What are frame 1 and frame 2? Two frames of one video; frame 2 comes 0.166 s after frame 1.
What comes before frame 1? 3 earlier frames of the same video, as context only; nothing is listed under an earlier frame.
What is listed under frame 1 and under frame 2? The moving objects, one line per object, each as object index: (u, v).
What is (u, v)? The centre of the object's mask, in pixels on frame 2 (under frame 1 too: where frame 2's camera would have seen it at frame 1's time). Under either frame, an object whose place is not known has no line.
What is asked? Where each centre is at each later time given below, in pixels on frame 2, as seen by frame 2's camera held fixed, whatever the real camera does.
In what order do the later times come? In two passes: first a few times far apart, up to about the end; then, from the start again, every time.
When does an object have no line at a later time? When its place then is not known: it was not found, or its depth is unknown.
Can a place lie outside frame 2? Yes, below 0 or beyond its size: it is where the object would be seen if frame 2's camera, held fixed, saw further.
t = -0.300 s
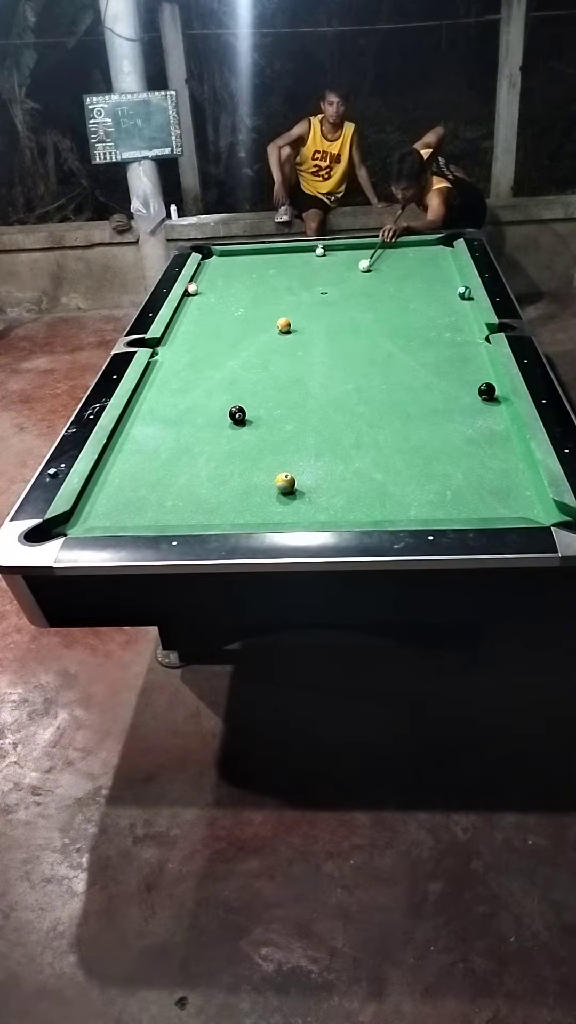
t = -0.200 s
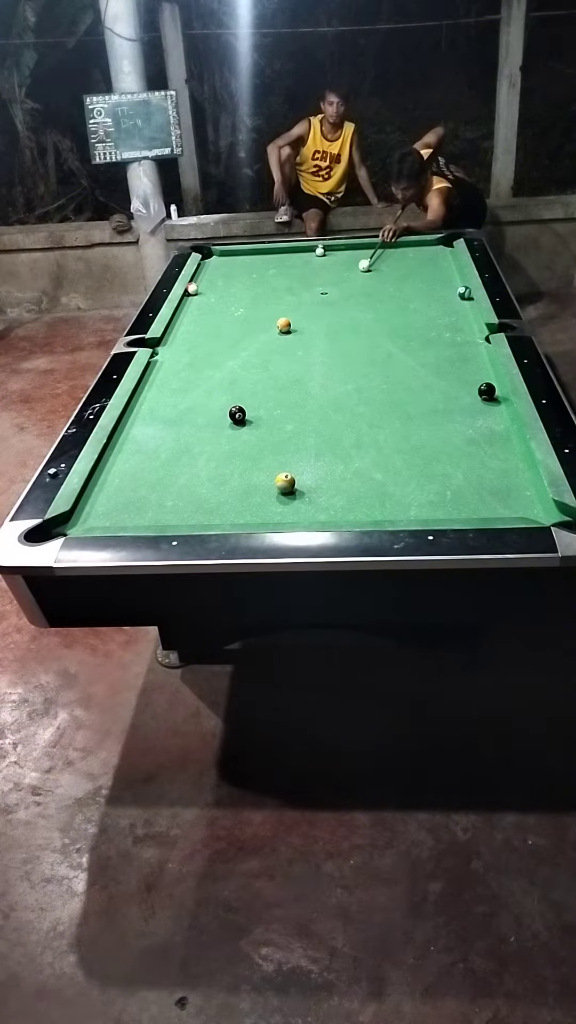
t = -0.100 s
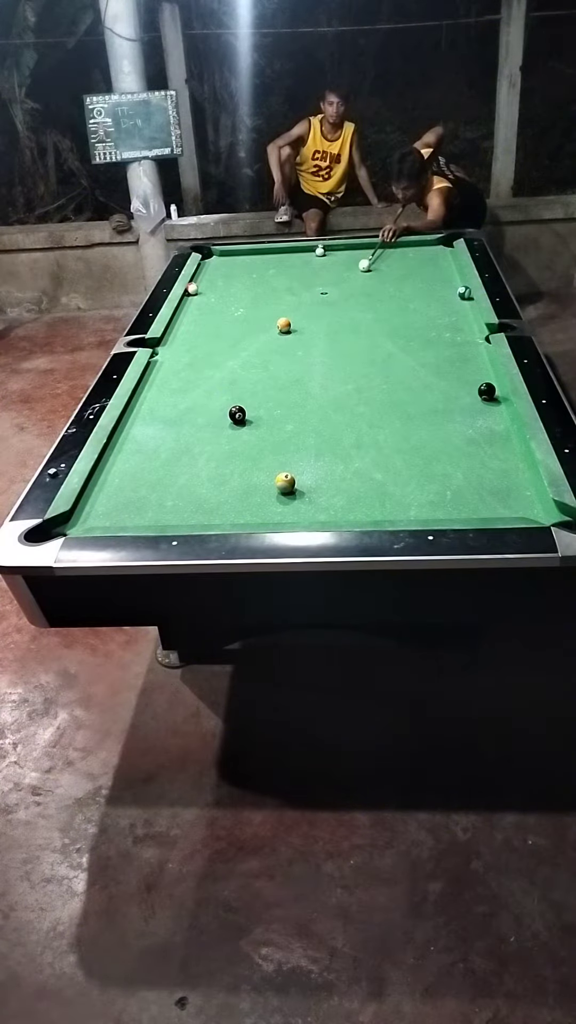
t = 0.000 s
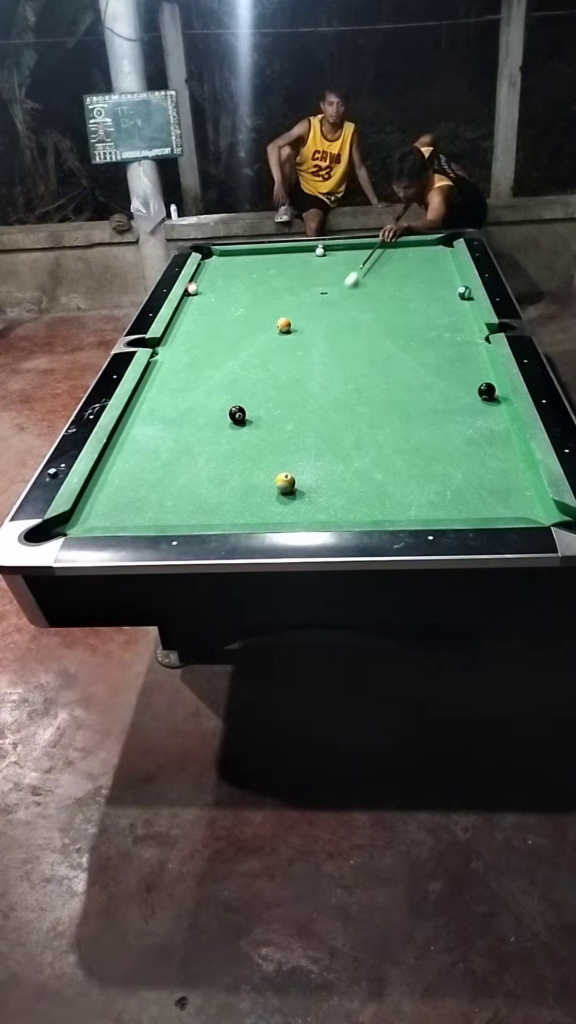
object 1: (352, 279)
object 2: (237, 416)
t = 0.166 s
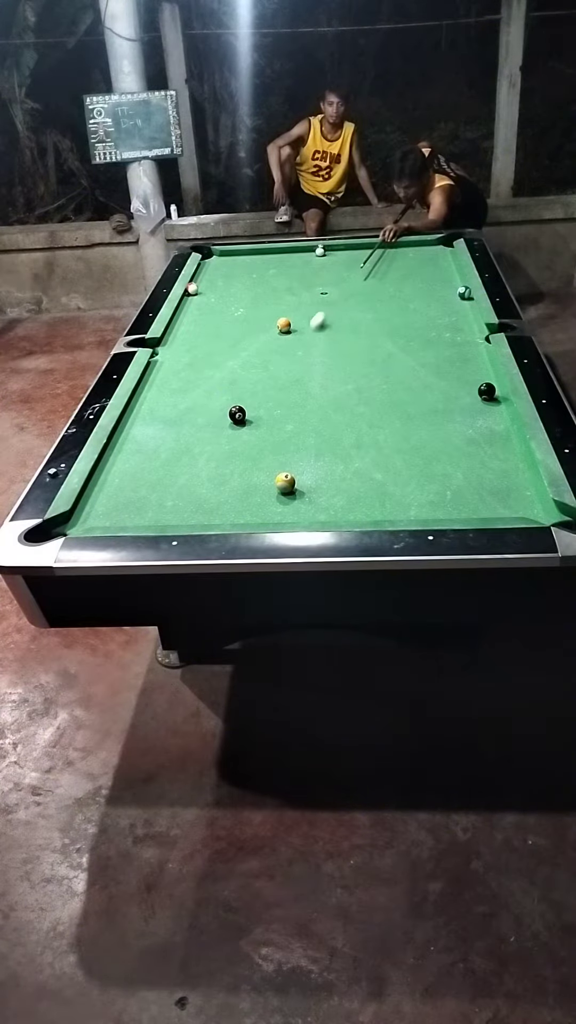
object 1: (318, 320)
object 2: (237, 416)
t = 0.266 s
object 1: (295, 349)
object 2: (237, 415)
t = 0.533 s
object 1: (265, 414)
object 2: (191, 443)
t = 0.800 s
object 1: (294, 451)
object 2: (85, 511)
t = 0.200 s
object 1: (311, 330)
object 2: (238, 415)
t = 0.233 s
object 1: (304, 339)
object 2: (237, 415)
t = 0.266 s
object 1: (295, 349)
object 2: (237, 415)
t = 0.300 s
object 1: (287, 359)
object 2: (237, 415)
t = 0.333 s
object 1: (279, 369)
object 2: (238, 415)
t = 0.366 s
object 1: (270, 380)
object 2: (238, 415)
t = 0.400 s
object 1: (260, 391)
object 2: (237, 415)
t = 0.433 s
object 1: (251, 403)
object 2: (237, 415)
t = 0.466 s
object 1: (252, 408)
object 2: (224, 423)
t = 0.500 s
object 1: (259, 411)
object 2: (207, 433)
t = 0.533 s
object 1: (265, 414)
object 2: (191, 443)
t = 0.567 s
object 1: (270, 417)
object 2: (175, 453)
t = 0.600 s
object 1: (273, 421)
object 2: (160, 462)
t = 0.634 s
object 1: (277, 426)
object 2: (145, 471)
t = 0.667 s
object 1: (280, 431)
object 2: (131, 479)
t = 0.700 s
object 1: (284, 436)
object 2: (115, 488)
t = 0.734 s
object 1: (287, 441)
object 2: (100, 498)
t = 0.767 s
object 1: (291, 446)
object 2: (84, 507)
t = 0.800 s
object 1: (294, 451)
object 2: (85, 511)
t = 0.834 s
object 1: (298, 456)
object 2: (89, 516)
